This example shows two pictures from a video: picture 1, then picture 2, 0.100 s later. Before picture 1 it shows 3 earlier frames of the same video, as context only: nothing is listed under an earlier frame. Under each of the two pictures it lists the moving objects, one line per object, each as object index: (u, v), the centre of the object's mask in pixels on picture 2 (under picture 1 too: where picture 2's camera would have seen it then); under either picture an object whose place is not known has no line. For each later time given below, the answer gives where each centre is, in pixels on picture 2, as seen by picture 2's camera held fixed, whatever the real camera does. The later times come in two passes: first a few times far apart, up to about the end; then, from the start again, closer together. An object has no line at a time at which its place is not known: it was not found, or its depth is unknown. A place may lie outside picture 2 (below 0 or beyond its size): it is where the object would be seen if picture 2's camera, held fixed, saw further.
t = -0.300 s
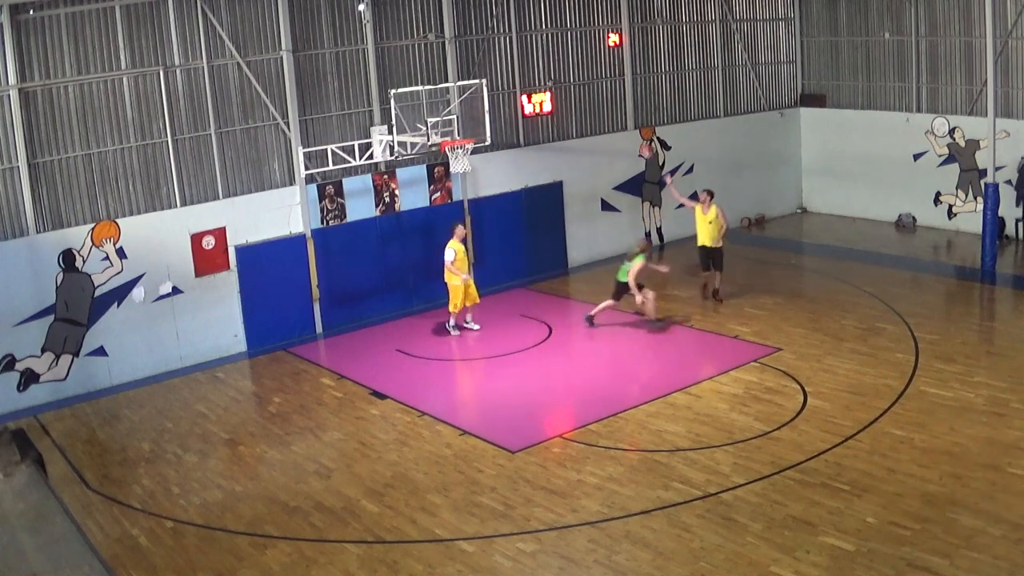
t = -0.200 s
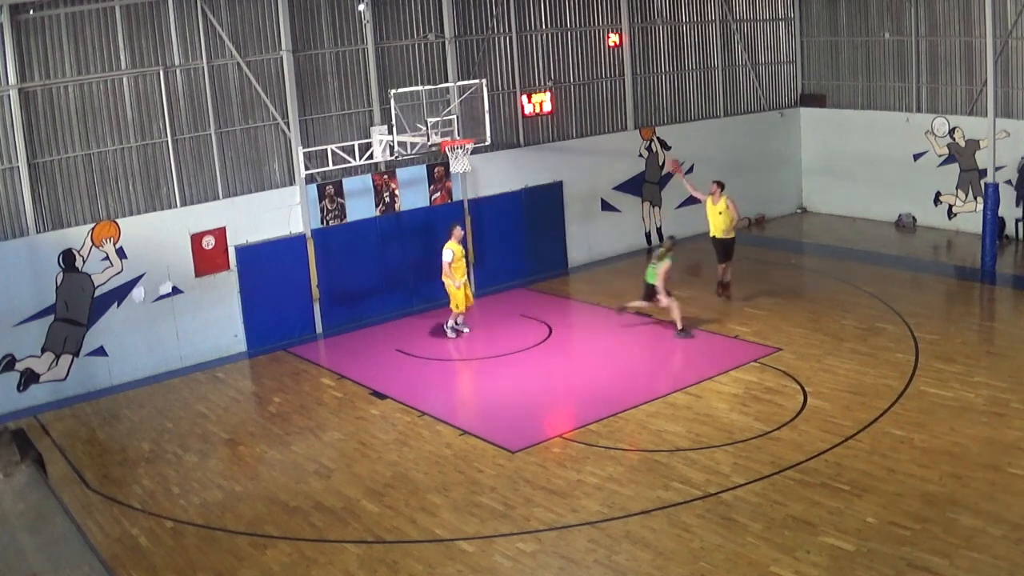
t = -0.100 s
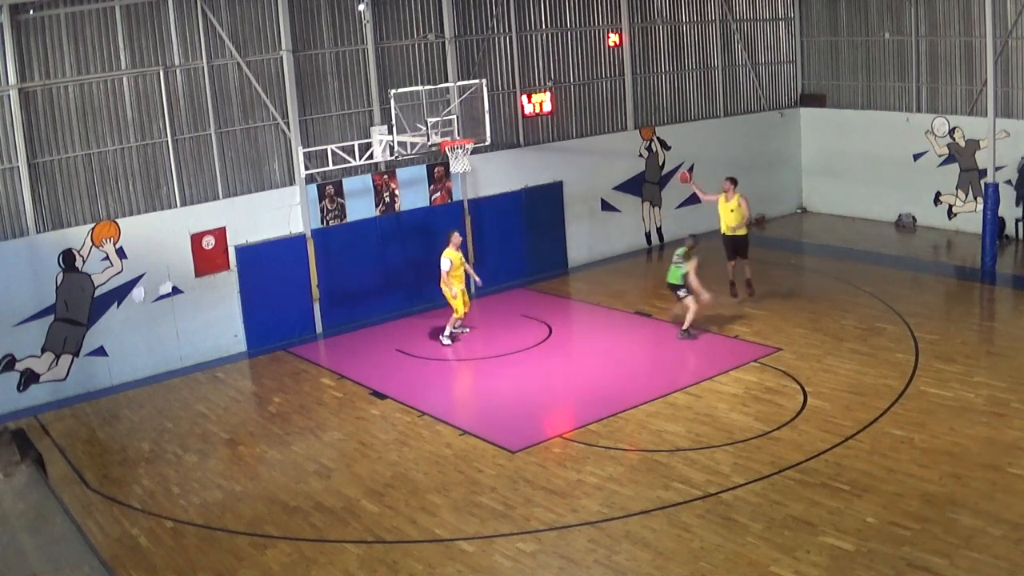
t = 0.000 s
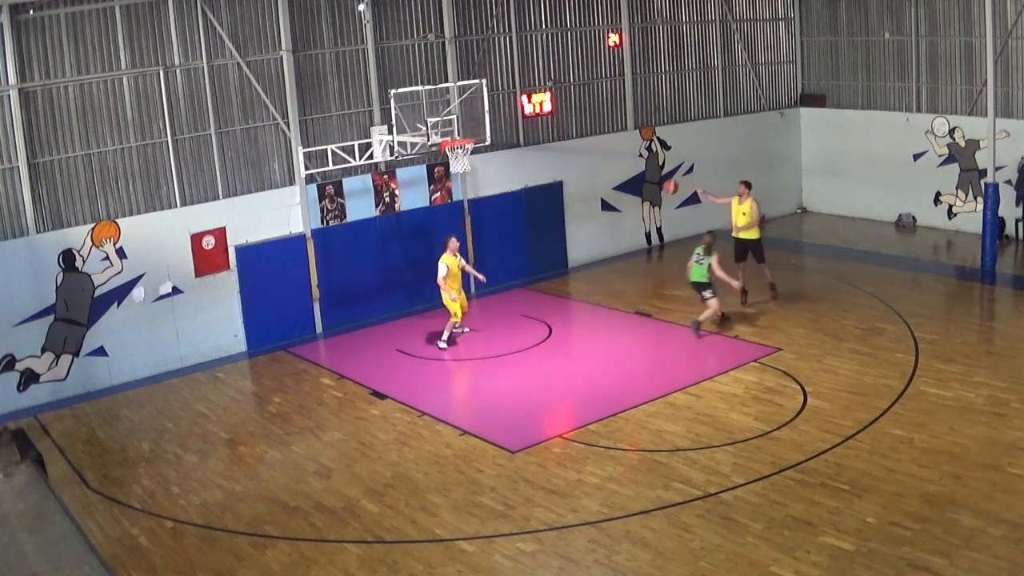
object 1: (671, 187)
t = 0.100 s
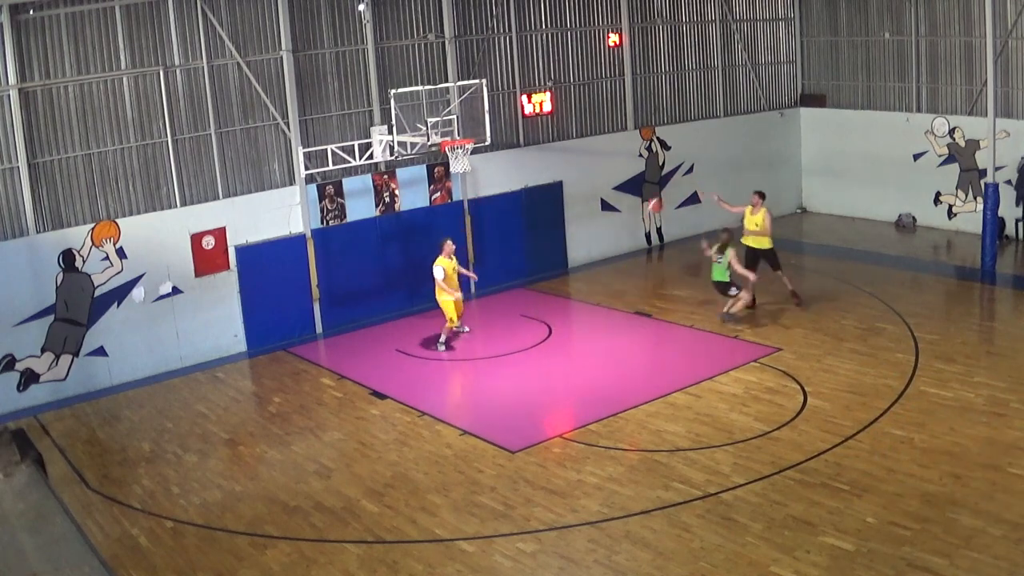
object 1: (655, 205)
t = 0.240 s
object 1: (632, 243)
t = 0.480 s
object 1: (594, 343)
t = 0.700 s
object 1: (570, 294)
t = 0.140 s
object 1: (647, 215)
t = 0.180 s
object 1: (641, 225)
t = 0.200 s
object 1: (638, 231)
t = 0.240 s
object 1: (632, 243)
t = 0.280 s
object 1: (624, 256)
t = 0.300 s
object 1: (621, 264)
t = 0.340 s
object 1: (615, 279)
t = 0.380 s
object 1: (608, 295)
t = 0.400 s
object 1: (605, 304)
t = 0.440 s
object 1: (599, 322)
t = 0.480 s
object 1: (594, 343)
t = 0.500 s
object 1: (591, 342)
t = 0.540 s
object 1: (587, 331)
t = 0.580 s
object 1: (583, 320)
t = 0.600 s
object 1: (580, 315)
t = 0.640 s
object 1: (576, 306)
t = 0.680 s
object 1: (571, 298)
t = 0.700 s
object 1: (570, 294)
